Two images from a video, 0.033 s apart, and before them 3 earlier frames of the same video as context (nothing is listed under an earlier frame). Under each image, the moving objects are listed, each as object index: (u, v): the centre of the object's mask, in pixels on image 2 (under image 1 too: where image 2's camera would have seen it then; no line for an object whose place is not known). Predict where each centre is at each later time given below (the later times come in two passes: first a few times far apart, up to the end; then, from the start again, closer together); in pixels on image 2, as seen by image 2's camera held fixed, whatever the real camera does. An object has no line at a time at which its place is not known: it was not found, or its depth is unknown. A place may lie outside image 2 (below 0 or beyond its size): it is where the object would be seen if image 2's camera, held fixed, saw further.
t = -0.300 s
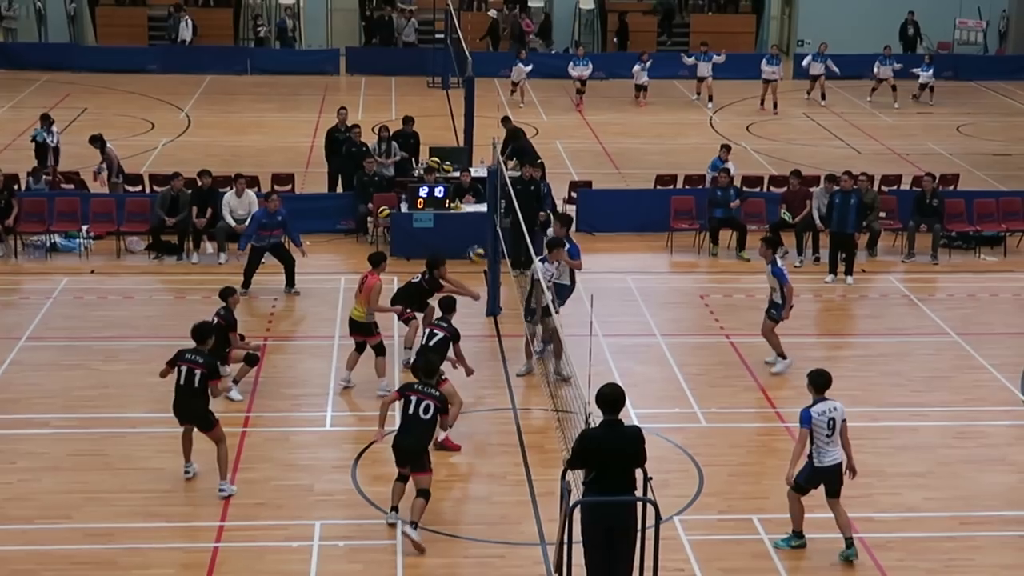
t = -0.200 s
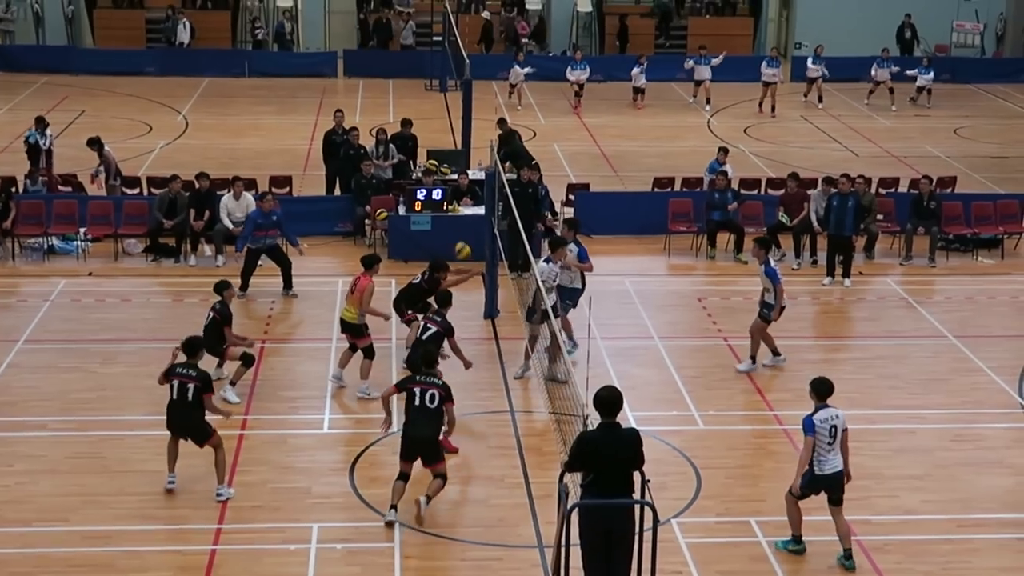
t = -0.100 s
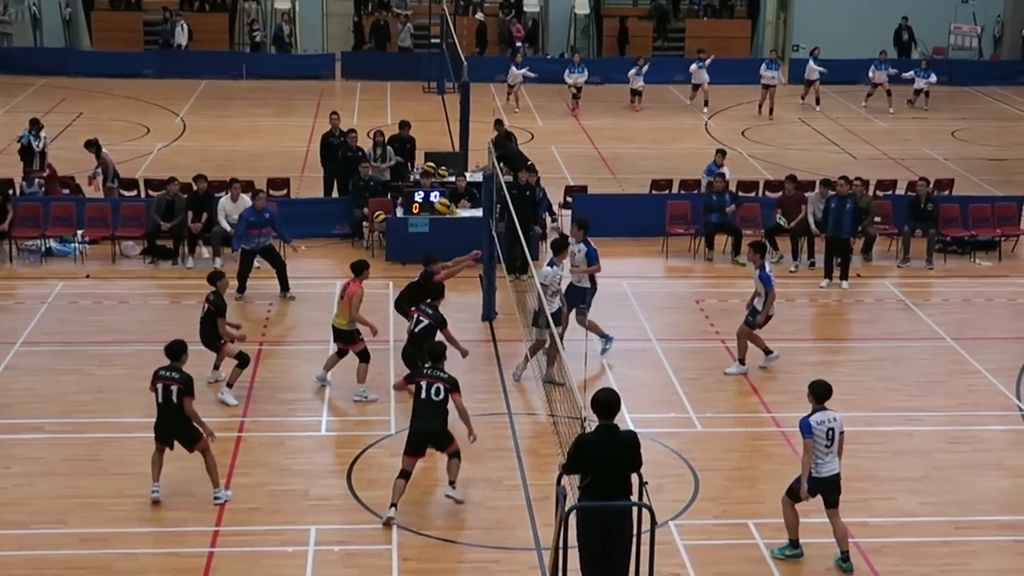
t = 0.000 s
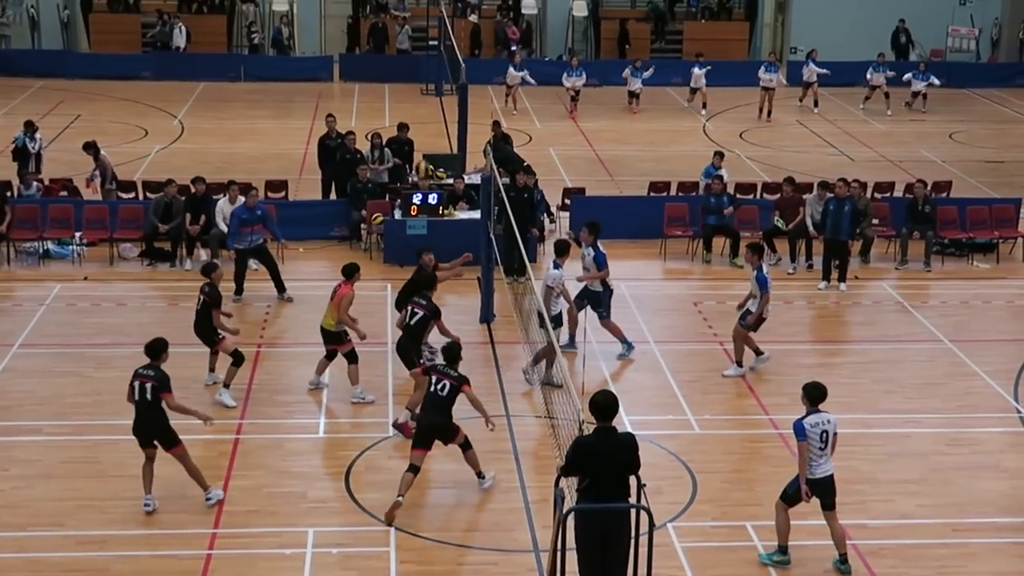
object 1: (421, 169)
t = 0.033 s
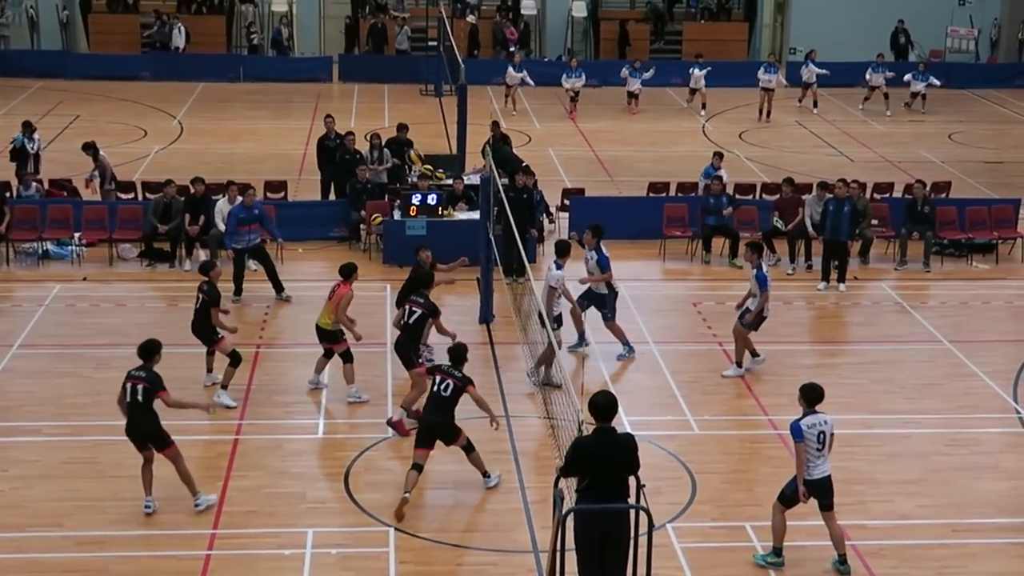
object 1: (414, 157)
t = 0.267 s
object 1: (369, 96)
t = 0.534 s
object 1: (315, 82)
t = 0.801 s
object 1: (262, 130)
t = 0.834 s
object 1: (255, 140)
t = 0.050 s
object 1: (411, 151)
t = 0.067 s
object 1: (408, 145)
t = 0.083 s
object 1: (405, 139)
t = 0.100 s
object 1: (402, 134)
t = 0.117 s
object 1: (399, 130)
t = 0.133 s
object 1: (394, 126)
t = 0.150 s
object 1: (391, 121)
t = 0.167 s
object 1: (388, 117)
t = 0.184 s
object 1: (385, 113)
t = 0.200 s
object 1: (382, 109)
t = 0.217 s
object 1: (378, 106)
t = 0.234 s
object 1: (375, 103)
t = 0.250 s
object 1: (372, 99)
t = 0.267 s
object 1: (369, 96)
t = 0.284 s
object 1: (365, 94)
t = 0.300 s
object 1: (362, 92)
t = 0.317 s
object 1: (359, 90)
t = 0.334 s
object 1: (356, 88)
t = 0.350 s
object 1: (353, 86)
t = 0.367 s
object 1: (349, 84)
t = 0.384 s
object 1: (346, 83)
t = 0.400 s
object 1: (342, 82)
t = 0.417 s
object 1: (339, 81)
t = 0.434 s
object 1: (335, 80)
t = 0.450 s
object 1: (332, 80)
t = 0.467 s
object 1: (328, 80)
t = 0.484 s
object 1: (325, 80)
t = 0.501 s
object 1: (322, 81)
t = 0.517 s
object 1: (319, 81)
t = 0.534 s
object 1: (315, 82)
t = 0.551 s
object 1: (312, 83)
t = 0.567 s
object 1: (308, 85)
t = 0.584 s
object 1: (305, 86)
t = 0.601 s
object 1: (302, 89)
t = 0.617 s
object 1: (299, 91)
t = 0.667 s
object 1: (289, 99)
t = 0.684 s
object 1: (285, 102)
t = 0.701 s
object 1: (282, 105)
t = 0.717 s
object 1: (279, 108)
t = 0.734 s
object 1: (276, 112)
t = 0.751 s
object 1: (272, 116)
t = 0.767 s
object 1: (269, 120)
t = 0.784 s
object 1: (265, 125)
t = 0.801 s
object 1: (262, 130)
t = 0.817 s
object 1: (259, 135)
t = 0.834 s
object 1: (255, 140)
